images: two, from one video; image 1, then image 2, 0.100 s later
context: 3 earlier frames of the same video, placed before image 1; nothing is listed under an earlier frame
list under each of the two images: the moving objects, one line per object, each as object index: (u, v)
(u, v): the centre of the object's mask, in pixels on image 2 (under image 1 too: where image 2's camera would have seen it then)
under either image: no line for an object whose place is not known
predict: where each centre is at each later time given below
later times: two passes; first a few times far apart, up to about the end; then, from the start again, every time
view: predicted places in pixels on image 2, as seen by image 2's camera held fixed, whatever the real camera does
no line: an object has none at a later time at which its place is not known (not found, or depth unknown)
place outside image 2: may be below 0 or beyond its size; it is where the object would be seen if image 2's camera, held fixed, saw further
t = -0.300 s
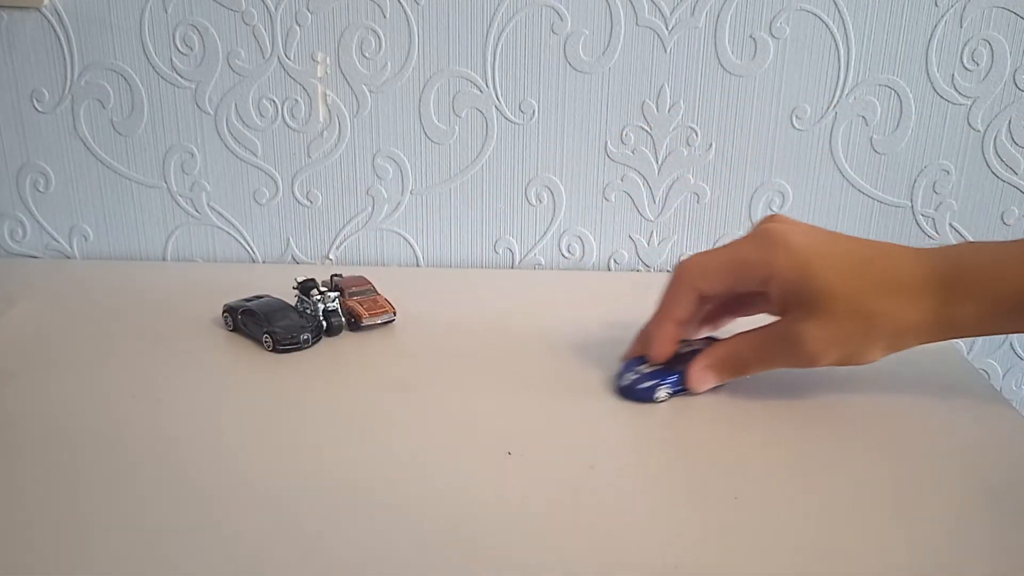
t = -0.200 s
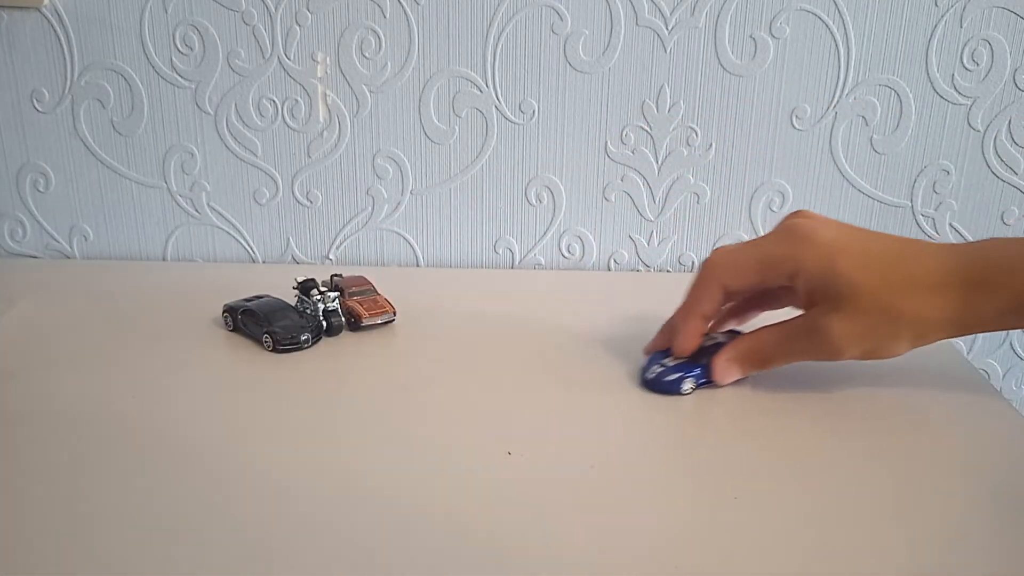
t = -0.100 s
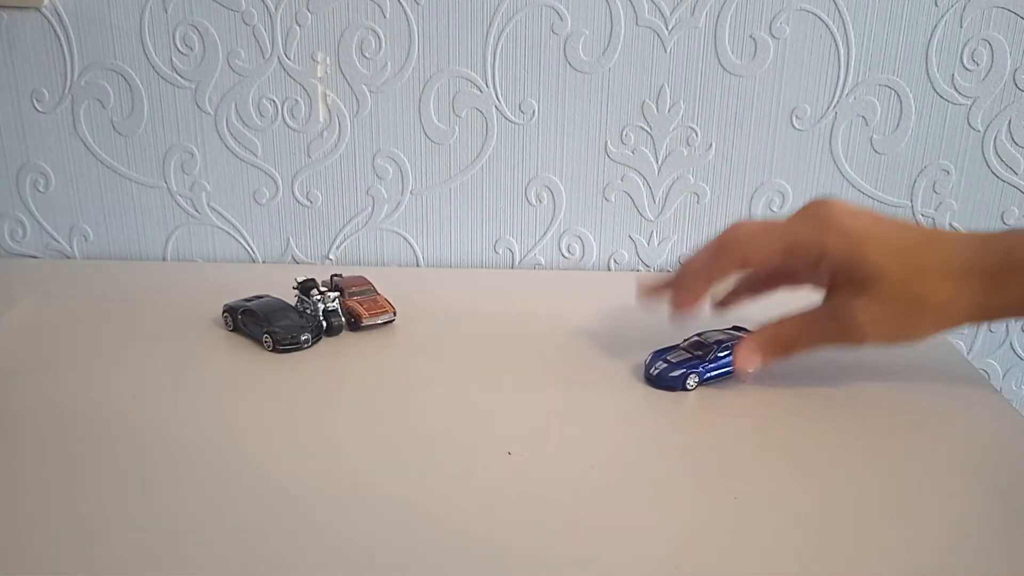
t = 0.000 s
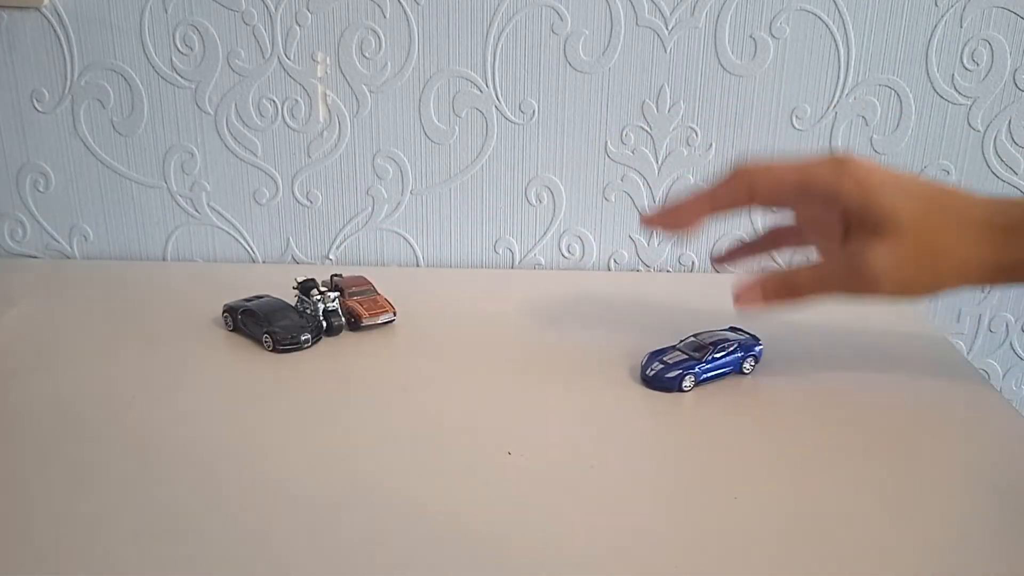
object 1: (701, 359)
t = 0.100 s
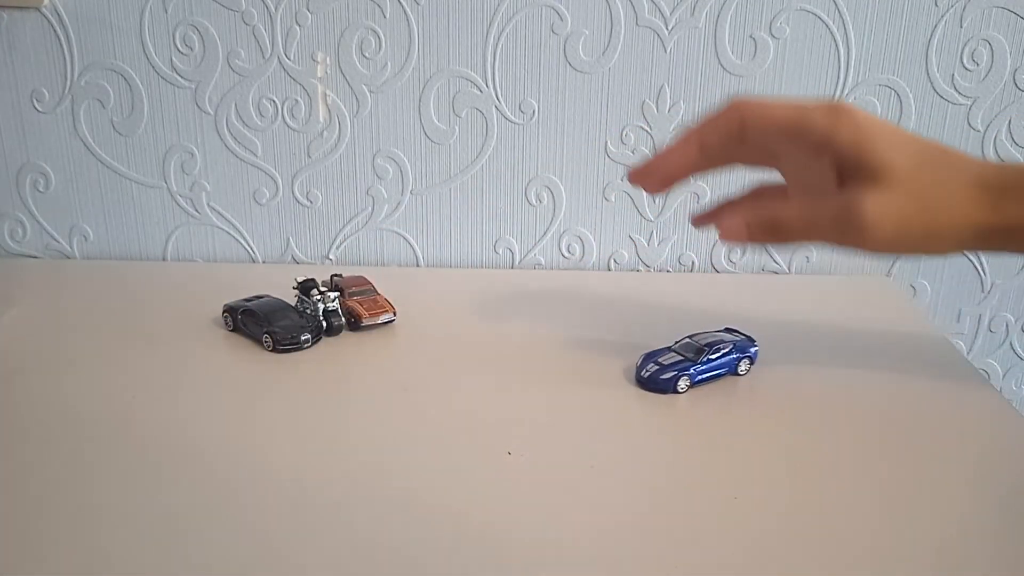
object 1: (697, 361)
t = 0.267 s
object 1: (686, 364)
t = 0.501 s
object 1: (662, 370)
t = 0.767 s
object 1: (631, 379)
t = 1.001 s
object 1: (609, 384)
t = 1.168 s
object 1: (601, 386)
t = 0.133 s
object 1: (695, 361)
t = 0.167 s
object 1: (692, 362)
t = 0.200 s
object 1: (690, 363)
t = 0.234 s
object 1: (688, 363)
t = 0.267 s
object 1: (686, 364)
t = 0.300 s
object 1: (683, 364)
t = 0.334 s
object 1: (681, 365)
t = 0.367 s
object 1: (677, 366)
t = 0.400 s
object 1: (674, 367)
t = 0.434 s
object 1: (670, 368)
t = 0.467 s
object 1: (666, 369)
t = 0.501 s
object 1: (662, 370)
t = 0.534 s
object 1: (657, 371)
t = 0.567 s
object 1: (653, 373)
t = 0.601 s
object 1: (649, 374)
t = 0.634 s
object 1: (645, 375)
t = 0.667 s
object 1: (641, 376)
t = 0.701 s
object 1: (638, 377)
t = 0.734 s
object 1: (634, 378)
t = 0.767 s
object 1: (631, 379)
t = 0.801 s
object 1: (628, 379)
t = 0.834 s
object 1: (624, 380)
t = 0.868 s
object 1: (621, 381)
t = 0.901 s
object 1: (617, 382)
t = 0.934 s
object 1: (614, 383)
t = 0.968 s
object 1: (612, 384)
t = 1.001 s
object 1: (609, 384)
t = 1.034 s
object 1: (607, 385)
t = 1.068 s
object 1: (605, 385)
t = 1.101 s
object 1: (603, 386)
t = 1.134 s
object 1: (602, 386)
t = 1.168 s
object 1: (601, 386)
